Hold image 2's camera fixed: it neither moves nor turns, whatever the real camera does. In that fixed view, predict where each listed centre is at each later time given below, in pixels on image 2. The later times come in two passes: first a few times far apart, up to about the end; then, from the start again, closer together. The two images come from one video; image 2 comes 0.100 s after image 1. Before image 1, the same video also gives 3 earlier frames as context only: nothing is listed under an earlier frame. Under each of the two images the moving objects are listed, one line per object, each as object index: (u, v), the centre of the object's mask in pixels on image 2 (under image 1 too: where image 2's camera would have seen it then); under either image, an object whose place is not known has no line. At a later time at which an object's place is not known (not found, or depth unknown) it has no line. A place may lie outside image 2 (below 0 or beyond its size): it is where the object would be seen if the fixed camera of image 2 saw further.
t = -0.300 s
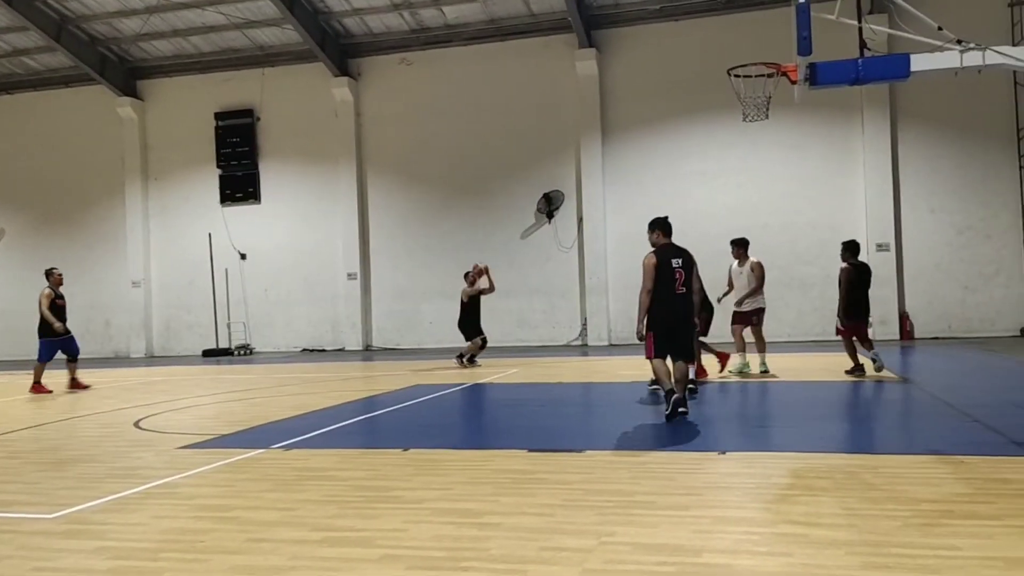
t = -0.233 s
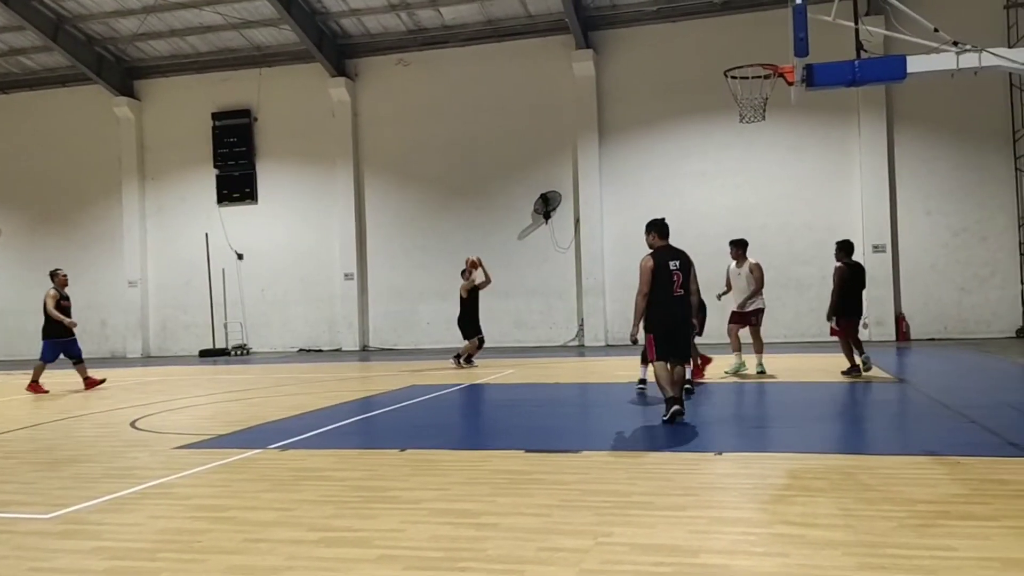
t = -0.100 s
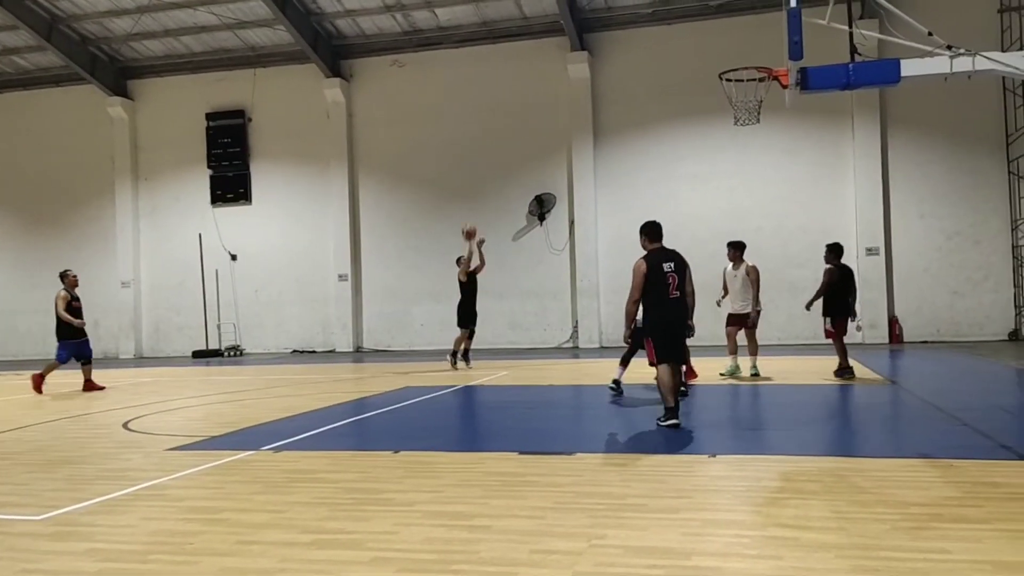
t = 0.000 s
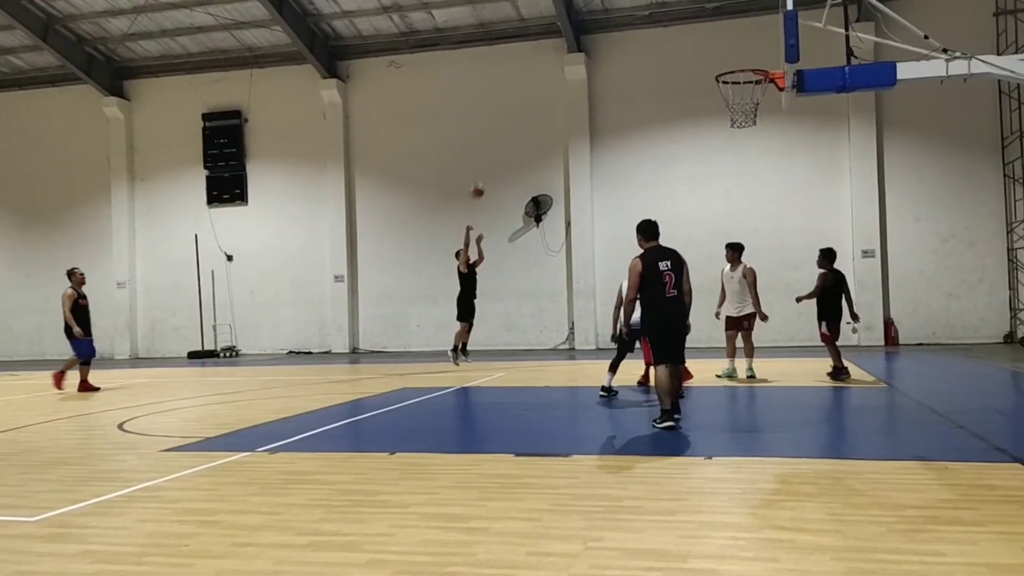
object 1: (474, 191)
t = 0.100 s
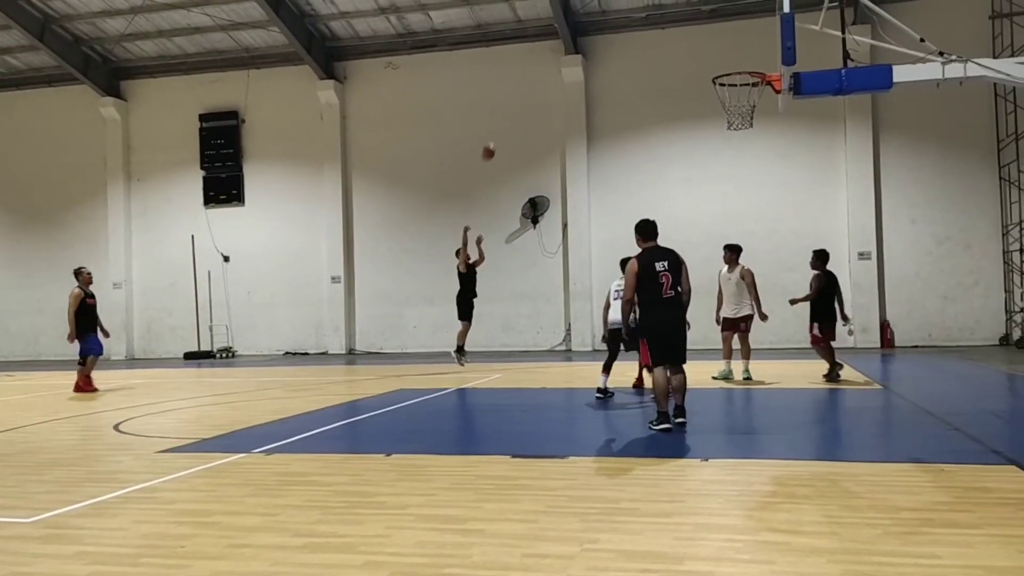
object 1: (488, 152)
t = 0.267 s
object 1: (513, 91)
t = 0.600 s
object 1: (574, 14)
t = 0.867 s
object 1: (642, 4)
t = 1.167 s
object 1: (738, 58)
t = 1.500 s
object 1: (714, 24)
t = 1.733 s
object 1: (667, 70)
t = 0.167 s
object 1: (498, 127)
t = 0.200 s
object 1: (503, 114)
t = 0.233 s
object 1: (508, 102)
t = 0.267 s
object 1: (513, 91)
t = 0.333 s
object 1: (524, 71)
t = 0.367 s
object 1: (529, 62)
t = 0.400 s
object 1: (535, 53)
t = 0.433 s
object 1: (541, 45)
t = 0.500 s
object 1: (554, 29)
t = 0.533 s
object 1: (561, 23)
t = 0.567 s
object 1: (568, 18)
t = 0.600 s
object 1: (574, 14)
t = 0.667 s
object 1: (590, 6)
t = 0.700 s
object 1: (597, 3)
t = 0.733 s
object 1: (605, 1)
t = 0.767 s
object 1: (613, 0)
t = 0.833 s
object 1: (633, 1)
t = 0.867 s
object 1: (642, 4)
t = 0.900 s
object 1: (651, 6)
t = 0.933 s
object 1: (660, 11)
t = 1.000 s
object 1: (681, 22)
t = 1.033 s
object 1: (692, 30)
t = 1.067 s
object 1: (705, 40)
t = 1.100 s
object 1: (717, 51)
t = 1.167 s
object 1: (738, 58)
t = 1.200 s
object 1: (748, 49)
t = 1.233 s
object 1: (757, 40)
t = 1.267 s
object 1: (766, 35)
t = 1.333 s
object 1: (753, 23)
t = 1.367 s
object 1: (745, 22)
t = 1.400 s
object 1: (737, 20)
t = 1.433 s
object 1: (729, 21)
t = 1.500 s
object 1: (714, 24)
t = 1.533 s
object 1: (707, 27)
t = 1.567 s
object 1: (700, 32)
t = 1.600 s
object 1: (693, 37)
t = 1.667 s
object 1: (679, 52)
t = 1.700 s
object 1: (672, 60)
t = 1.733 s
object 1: (667, 70)
